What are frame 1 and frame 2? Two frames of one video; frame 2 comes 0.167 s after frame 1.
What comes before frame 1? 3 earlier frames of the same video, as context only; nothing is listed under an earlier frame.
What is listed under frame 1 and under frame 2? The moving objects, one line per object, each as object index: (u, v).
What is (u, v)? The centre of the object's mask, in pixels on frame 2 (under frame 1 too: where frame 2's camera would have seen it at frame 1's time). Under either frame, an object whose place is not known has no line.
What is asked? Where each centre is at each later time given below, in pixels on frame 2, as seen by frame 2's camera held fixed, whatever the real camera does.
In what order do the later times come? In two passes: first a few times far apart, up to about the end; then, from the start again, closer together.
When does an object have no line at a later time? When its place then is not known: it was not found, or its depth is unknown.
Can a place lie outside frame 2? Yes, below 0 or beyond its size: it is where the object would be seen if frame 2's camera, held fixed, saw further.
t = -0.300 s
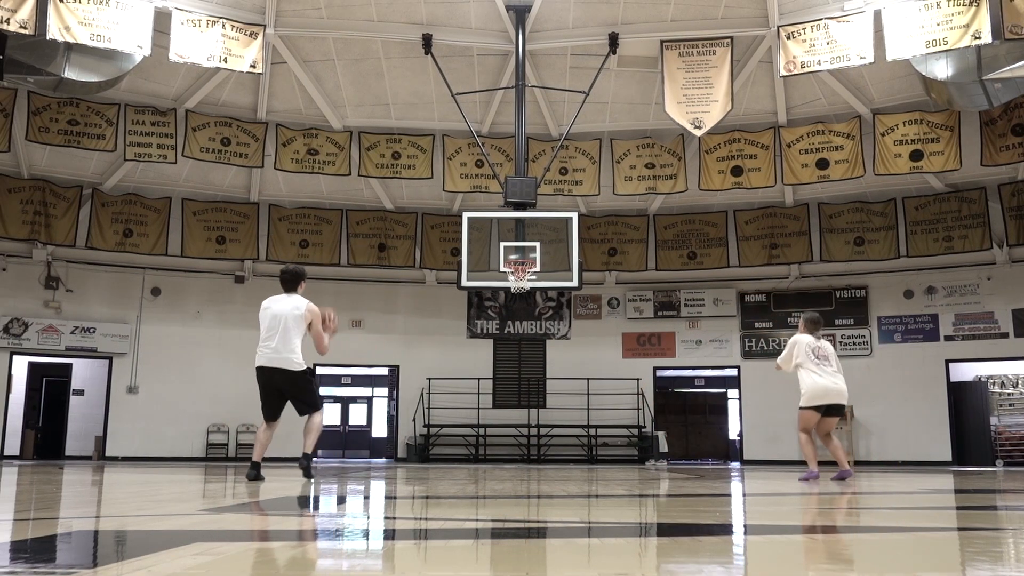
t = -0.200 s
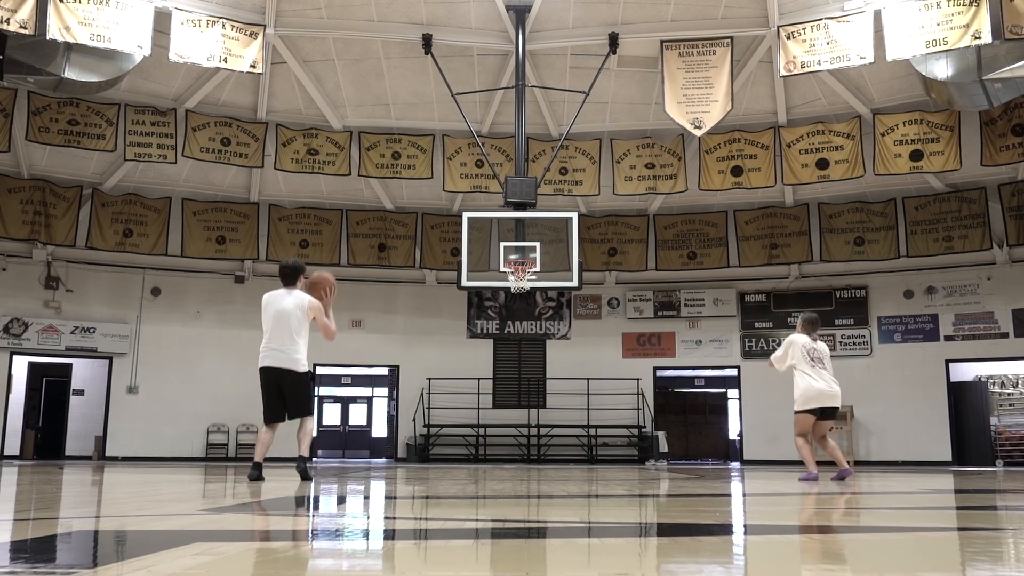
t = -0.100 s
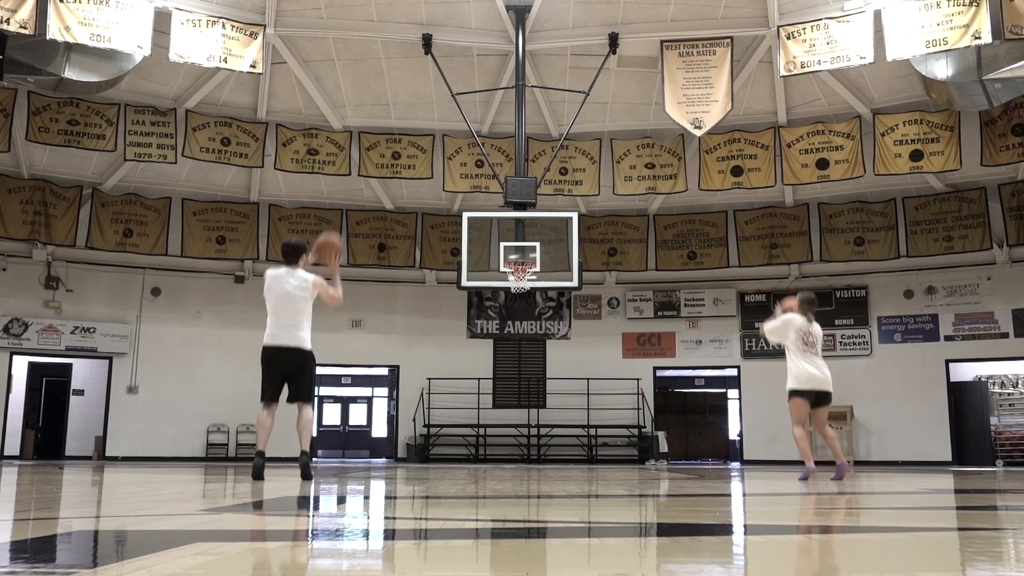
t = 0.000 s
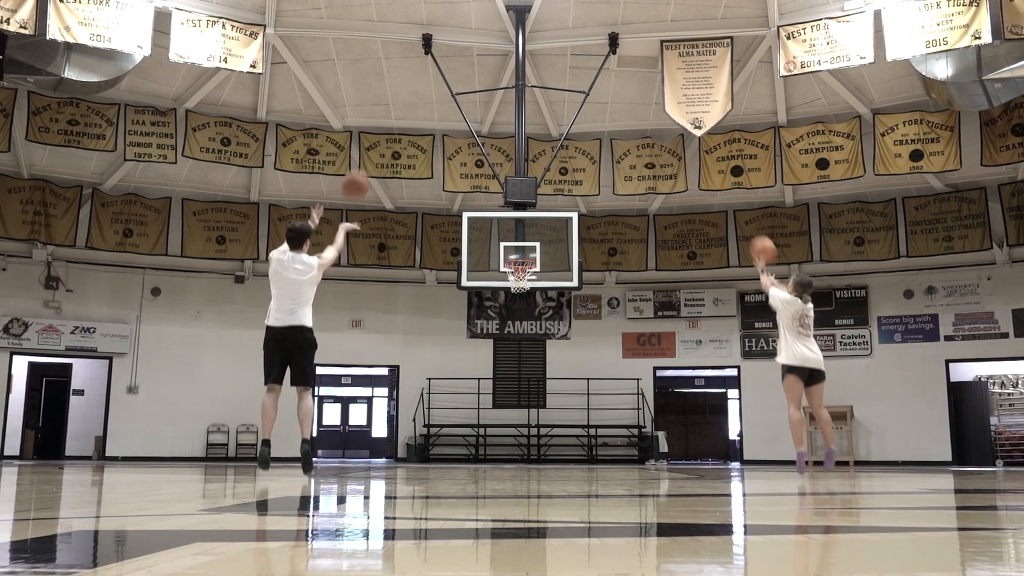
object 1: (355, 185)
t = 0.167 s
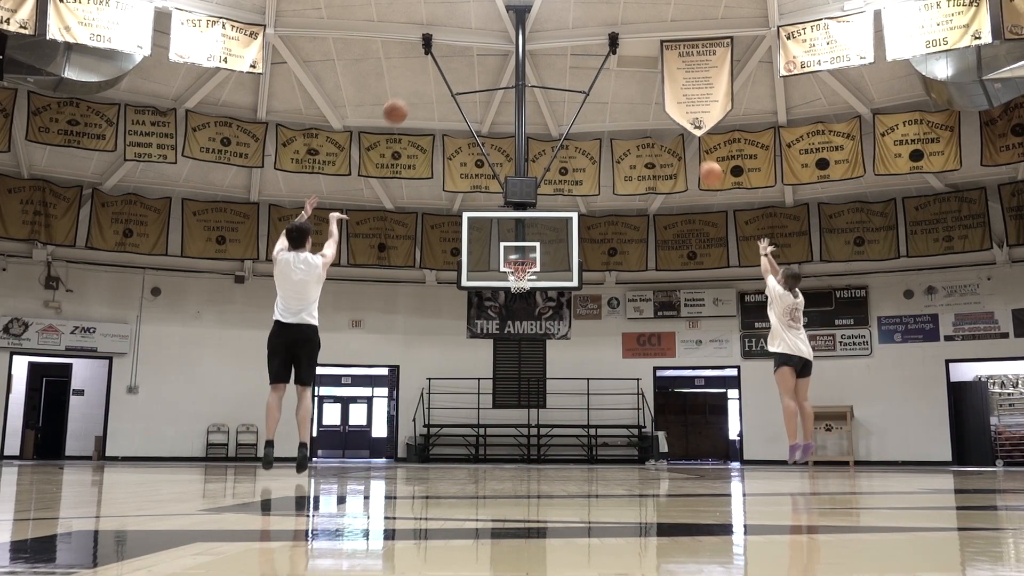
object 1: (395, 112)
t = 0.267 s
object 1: (415, 87)
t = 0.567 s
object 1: (460, 73)
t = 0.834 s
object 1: (489, 115)
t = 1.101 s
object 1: (511, 194)
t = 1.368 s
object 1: (516, 268)
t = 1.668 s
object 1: (505, 338)
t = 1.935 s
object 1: (495, 440)
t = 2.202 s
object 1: (495, 396)
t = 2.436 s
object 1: (477, 420)
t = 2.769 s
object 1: (457, 424)
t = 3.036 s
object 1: (449, 409)
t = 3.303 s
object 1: (441, 447)
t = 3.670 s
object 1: (424, 422)
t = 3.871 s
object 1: (419, 435)
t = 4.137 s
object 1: (409, 441)
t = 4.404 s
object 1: (397, 439)
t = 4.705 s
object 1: (386, 444)
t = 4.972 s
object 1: (376, 455)
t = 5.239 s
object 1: (366, 447)
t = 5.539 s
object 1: (354, 450)
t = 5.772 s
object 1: (346, 458)
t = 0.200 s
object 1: (402, 102)
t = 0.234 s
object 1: (409, 94)
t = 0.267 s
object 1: (415, 87)
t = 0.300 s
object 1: (421, 81)
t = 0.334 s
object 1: (427, 77)
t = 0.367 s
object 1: (432, 74)
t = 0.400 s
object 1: (437, 71)
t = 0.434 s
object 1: (442, 70)
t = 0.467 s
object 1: (447, 70)
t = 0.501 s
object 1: (452, 70)
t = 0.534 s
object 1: (456, 71)
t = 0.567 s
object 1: (460, 73)
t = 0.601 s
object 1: (464, 76)
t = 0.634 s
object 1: (468, 79)
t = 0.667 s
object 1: (472, 84)
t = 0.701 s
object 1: (475, 89)
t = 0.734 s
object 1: (479, 94)
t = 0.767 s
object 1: (482, 101)
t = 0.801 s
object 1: (486, 107)
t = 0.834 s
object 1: (489, 115)
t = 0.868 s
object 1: (492, 123)
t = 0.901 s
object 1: (495, 131)
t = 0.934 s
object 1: (498, 141)
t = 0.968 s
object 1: (502, 150)
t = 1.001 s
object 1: (504, 160)
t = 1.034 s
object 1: (506, 170)
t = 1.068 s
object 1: (509, 182)
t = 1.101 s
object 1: (511, 194)
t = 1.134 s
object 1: (514, 204)
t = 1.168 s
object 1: (517, 218)
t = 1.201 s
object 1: (519, 230)
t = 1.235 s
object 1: (521, 244)
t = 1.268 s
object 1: (523, 254)
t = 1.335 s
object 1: (516, 267)
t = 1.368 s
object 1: (516, 268)
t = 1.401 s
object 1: (519, 269)
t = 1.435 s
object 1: (513, 287)
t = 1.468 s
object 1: (512, 292)
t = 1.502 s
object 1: (511, 298)
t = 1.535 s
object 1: (510, 305)
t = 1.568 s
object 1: (509, 312)
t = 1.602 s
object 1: (507, 319)
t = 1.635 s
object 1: (506, 328)
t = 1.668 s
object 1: (505, 338)
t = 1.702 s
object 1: (504, 348)
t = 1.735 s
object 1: (503, 359)
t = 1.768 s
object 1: (501, 371)
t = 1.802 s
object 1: (500, 383)
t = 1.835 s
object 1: (499, 396)
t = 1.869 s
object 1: (498, 409)
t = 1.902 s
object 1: (497, 425)
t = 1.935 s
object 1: (495, 440)
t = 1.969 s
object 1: (494, 455)
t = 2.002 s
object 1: (494, 455)
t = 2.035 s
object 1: (494, 443)
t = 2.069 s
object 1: (494, 433)
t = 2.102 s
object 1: (494, 422)
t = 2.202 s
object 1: (495, 396)
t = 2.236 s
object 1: (494, 394)
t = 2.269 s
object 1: (492, 396)
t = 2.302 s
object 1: (489, 399)
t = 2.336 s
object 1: (486, 403)
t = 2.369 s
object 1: (482, 408)
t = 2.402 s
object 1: (480, 414)
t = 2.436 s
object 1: (477, 420)
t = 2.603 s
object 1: (462, 460)
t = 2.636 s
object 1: (461, 451)
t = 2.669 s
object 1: (460, 443)
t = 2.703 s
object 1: (459, 436)
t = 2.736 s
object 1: (458, 430)
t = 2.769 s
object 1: (457, 424)
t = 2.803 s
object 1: (456, 420)
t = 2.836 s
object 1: (456, 416)
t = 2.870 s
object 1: (454, 413)
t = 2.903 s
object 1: (453, 410)
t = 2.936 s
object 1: (452, 409)
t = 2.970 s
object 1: (451, 409)
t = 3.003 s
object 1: (450, 409)
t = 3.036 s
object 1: (449, 409)
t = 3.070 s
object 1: (448, 410)
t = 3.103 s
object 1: (447, 413)
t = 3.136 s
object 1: (446, 417)
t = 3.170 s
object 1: (445, 421)
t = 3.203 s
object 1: (443, 427)
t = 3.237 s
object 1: (442, 433)
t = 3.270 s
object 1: (442, 439)
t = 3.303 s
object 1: (441, 447)
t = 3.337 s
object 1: (440, 455)
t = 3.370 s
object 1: (439, 460)
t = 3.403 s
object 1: (439, 453)
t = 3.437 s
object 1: (439, 447)
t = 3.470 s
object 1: (439, 442)
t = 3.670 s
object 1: (424, 422)
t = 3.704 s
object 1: (424, 422)
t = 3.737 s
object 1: (425, 423)
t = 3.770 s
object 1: (423, 425)
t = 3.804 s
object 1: (422, 427)
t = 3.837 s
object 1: (420, 431)
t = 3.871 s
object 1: (419, 435)
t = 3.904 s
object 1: (417, 441)
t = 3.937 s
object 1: (416, 446)
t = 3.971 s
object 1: (414, 453)
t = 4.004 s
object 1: (412, 461)
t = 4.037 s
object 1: (411, 456)
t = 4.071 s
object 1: (410, 451)
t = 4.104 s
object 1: (409, 446)
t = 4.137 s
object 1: (409, 441)
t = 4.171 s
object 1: (407, 438)
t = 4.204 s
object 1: (405, 435)
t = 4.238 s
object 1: (404, 434)
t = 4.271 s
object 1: (403, 433)
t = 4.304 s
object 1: (401, 434)
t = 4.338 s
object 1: (400, 434)
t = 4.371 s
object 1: (399, 436)
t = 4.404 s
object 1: (397, 439)
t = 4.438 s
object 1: (396, 443)
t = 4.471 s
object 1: (395, 447)
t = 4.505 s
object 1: (393, 452)
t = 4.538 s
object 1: (392, 459)
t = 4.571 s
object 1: (391, 458)
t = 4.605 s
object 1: (389, 453)
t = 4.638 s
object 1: (388, 449)
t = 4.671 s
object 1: (387, 446)
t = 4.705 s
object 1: (386, 444)
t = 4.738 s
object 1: (385, 442)
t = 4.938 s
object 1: (377, 450)
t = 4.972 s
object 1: (376, 455)
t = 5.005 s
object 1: (374, 461)
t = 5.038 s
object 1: (373, 458)
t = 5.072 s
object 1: (372, 454)
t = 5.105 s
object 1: (371, 450)
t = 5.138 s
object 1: (369, 448)
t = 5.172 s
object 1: (368, 447)
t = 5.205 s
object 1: (367, 446)
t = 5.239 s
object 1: (366, 447)
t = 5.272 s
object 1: (364, 448)
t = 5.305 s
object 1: (363, 450)
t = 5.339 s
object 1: (361, 453)
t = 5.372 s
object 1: (360, 457)
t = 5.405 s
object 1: (359, 461)
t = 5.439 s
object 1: (358, 457)
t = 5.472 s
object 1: (357, 453)
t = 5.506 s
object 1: (355, 451)
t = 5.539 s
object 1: (354, 450)
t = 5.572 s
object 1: (353, 450)
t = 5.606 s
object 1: (352, 450)
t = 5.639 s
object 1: (351, 451)
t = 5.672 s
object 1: (349, 454)
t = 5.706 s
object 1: (348, 457)
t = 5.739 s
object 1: (347, 461)
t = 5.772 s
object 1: (346, 458)
